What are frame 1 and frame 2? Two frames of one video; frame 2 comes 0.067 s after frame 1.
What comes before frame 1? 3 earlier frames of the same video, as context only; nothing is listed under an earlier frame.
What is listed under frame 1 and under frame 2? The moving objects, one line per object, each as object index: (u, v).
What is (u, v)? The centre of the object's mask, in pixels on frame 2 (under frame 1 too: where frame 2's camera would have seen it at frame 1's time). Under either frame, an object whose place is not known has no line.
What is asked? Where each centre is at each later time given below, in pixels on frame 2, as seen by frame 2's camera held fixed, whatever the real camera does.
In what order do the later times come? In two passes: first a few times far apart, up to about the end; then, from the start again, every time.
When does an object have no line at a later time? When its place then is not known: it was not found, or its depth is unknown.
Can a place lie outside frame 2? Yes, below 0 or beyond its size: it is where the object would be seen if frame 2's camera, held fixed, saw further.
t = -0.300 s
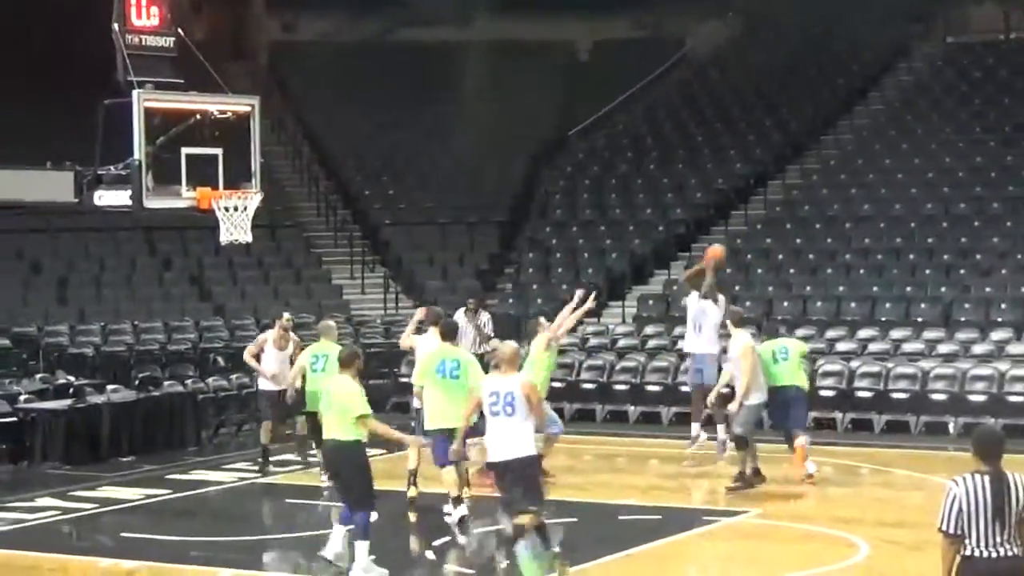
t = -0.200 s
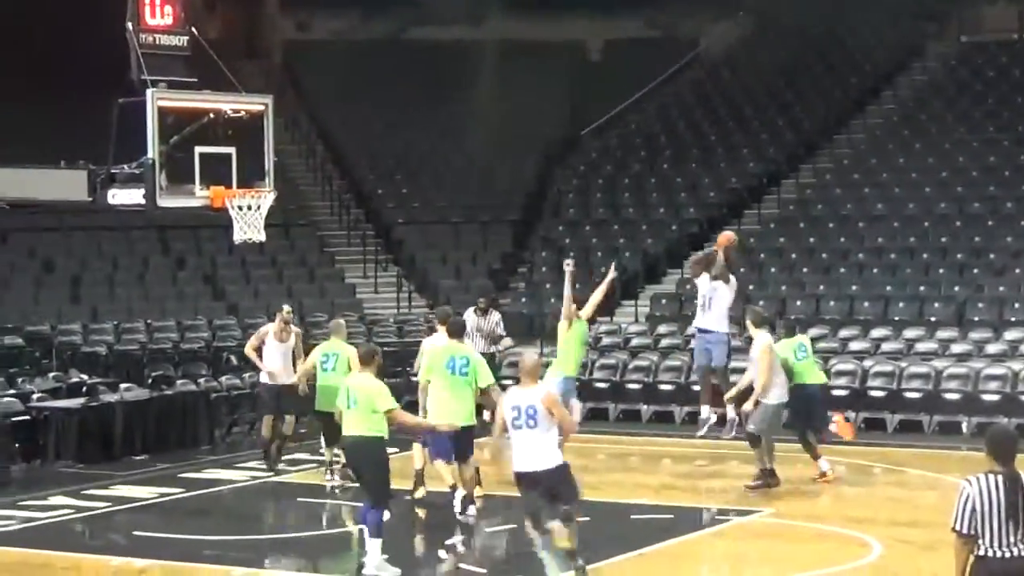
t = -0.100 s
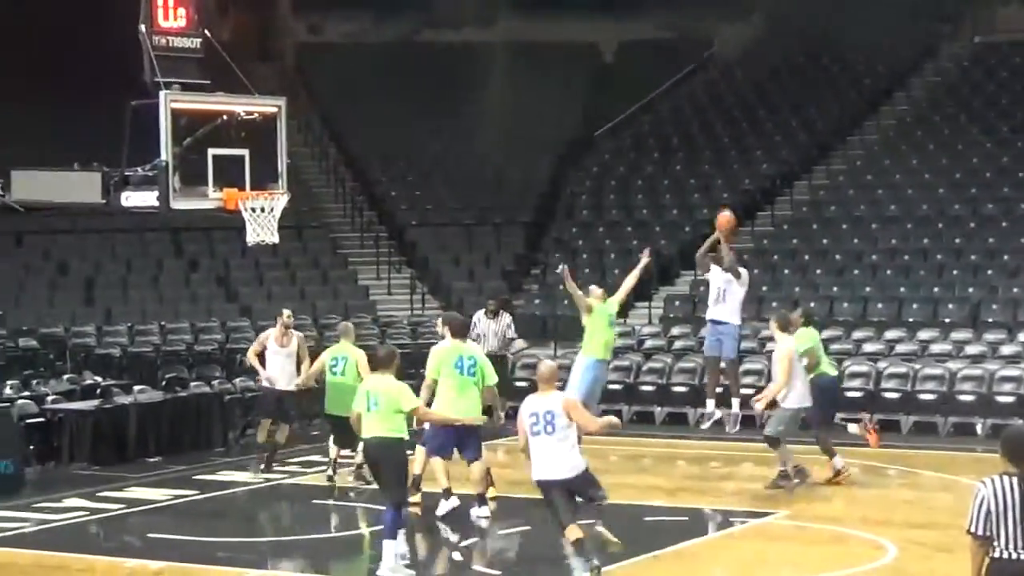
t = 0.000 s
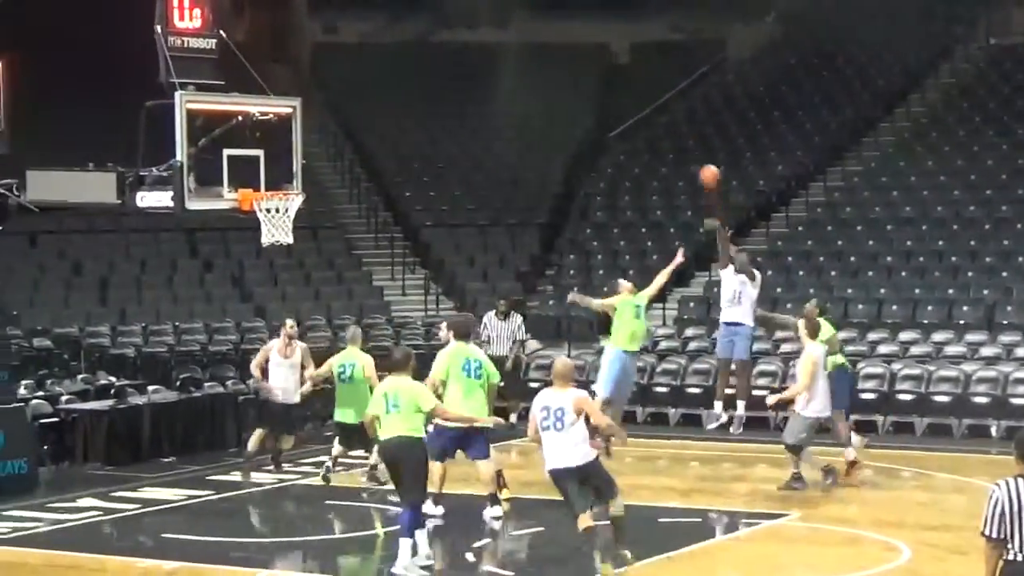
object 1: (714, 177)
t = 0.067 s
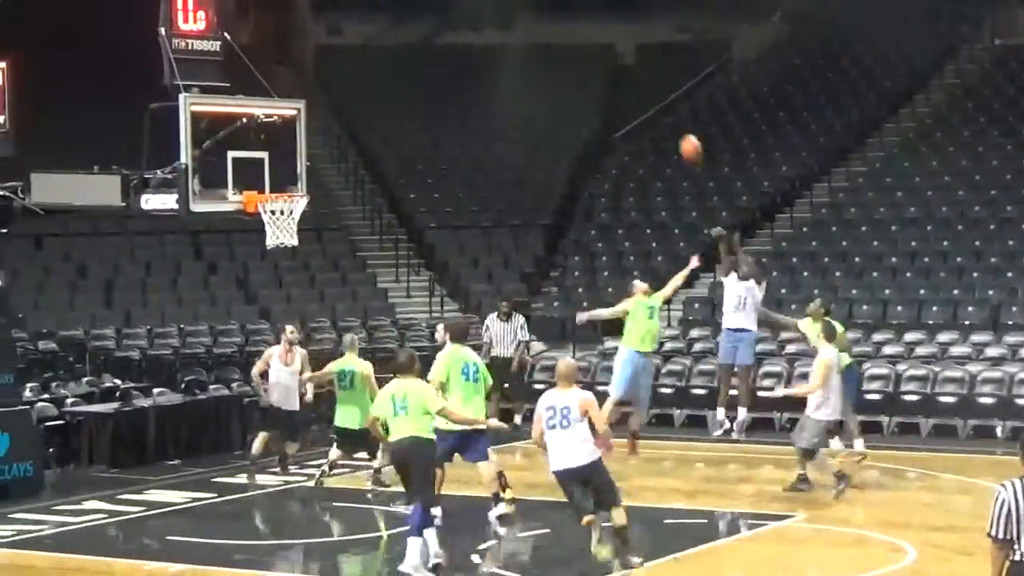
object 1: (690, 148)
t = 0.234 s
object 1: (628, 89)
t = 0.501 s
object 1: (525, 48)
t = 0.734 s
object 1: (433, 65)
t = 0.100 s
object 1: (677, 134)
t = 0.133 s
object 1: (666, 122)
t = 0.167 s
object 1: (653, 110)
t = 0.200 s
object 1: (640, 100)
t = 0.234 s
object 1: (628, 89)
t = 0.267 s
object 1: (615, 82)
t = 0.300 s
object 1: (604, 74)
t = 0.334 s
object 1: (590, 67)
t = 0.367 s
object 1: (577, 61)
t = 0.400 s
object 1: (564, 56)
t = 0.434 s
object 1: (551, 52)
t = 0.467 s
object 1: (538, 49)
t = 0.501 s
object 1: (525, 48)
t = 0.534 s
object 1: (511, 47)
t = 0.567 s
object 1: (498, 47)
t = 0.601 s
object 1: (486, 48)
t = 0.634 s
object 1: (475, 51)
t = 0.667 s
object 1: (460, 54)
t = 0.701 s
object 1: (445, 59)
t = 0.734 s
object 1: (433, 65)
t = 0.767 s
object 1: (419, 73)
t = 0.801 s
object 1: (403, 81)
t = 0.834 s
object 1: (390, 89)
